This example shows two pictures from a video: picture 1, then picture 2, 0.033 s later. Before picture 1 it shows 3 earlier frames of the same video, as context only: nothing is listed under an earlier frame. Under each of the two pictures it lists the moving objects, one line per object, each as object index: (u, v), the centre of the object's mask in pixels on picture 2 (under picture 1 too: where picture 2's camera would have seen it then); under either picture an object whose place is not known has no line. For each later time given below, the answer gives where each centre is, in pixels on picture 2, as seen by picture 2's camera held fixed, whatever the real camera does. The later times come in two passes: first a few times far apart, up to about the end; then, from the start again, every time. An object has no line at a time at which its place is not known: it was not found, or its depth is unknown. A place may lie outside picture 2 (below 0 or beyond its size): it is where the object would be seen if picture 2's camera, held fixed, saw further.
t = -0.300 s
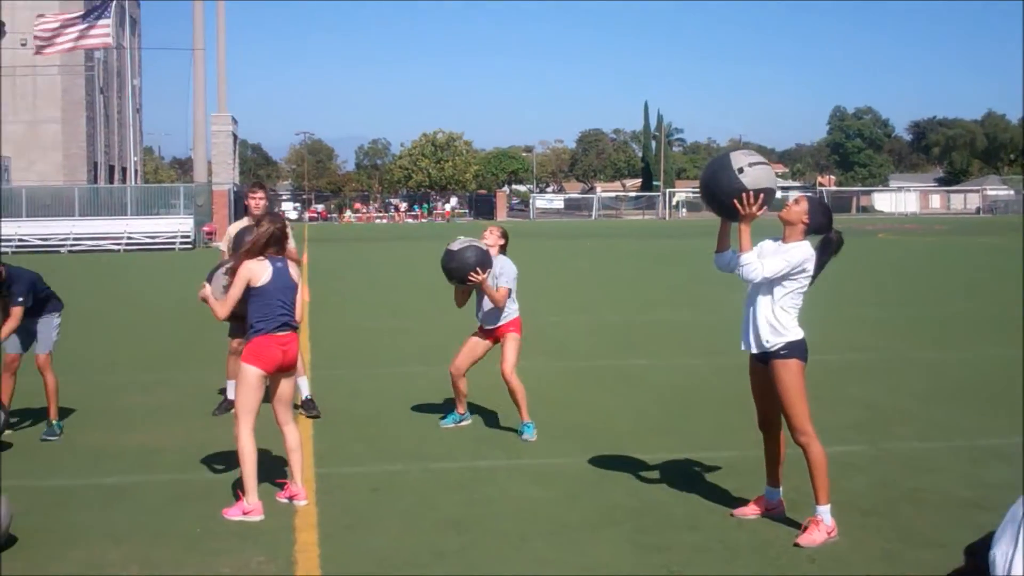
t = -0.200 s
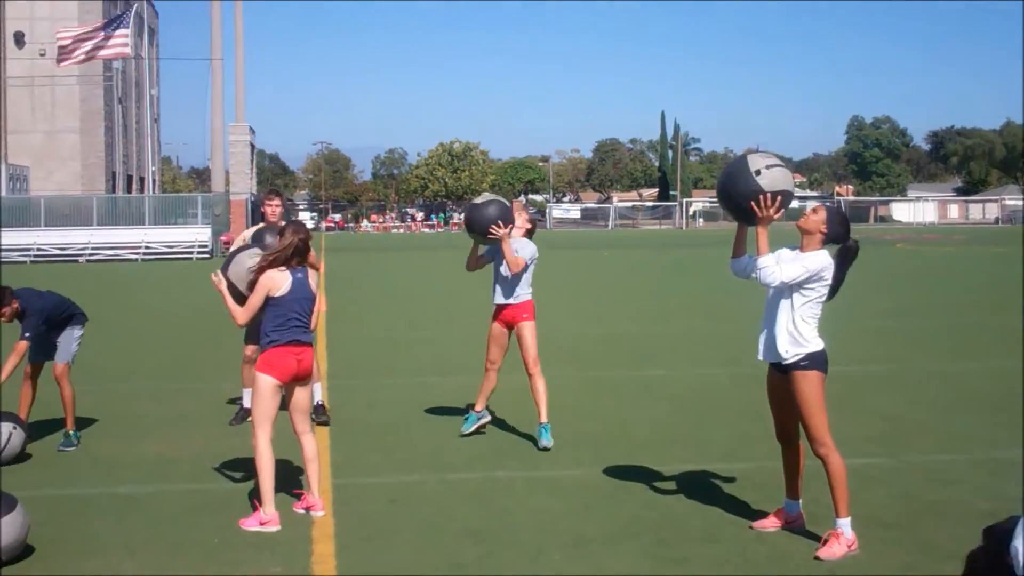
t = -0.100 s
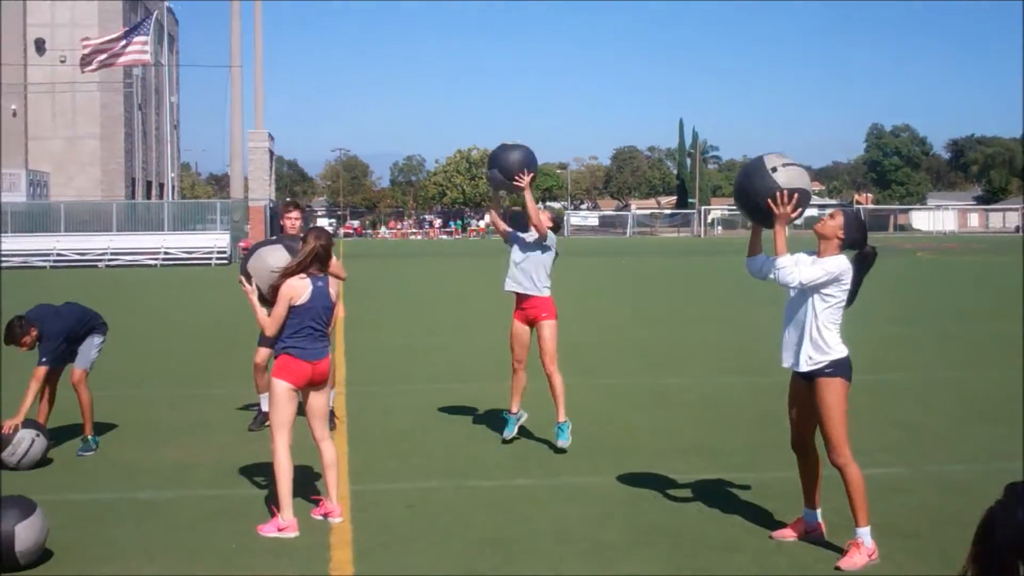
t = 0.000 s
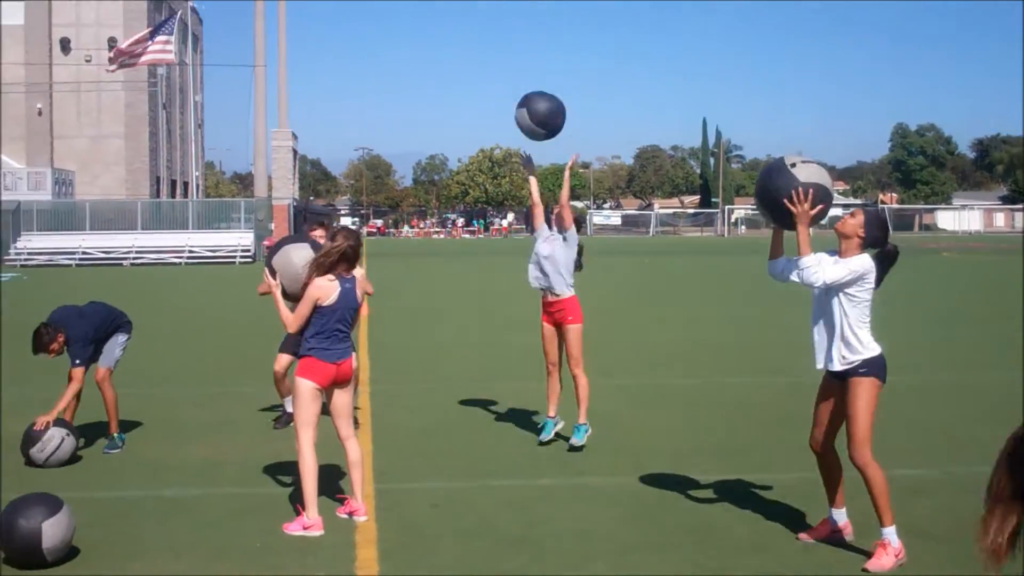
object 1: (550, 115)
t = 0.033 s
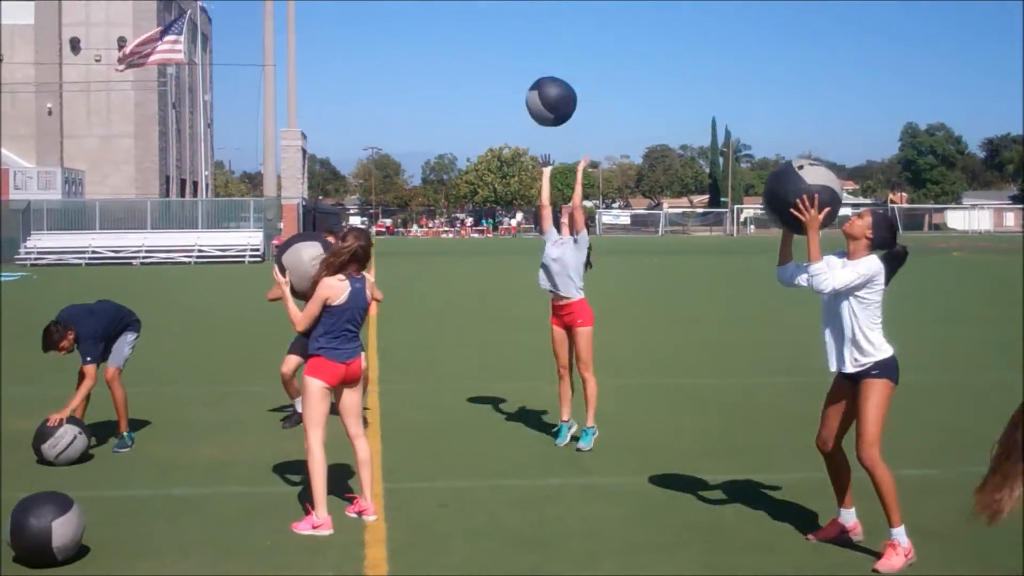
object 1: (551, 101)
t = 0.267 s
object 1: (559, 51)
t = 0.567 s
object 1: (574, 95)
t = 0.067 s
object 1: (552, 90)
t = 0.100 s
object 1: (553, 80)
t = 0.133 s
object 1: (554, 71)
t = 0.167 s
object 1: (556, 63)
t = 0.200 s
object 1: (556, 58)
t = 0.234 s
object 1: (558, 54)
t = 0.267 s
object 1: (559, 51)
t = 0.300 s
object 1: (560, 50)
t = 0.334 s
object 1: (562, 51)
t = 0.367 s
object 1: (564, 53)
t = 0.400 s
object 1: (565, 57)
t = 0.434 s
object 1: (567, 61)
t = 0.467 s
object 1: (568, 68)
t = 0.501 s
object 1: (570, 75)
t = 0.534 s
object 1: (572, 84)
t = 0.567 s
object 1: (574, 95)
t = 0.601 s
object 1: (575, 109)
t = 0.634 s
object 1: (577, 122)
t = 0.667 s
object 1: (578, 137)
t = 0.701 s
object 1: (581, 154)
